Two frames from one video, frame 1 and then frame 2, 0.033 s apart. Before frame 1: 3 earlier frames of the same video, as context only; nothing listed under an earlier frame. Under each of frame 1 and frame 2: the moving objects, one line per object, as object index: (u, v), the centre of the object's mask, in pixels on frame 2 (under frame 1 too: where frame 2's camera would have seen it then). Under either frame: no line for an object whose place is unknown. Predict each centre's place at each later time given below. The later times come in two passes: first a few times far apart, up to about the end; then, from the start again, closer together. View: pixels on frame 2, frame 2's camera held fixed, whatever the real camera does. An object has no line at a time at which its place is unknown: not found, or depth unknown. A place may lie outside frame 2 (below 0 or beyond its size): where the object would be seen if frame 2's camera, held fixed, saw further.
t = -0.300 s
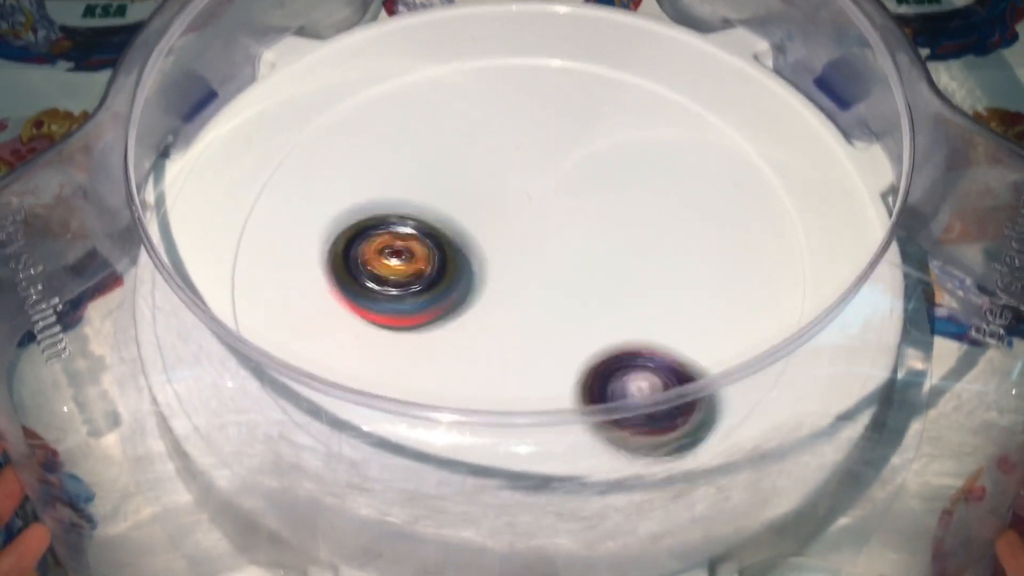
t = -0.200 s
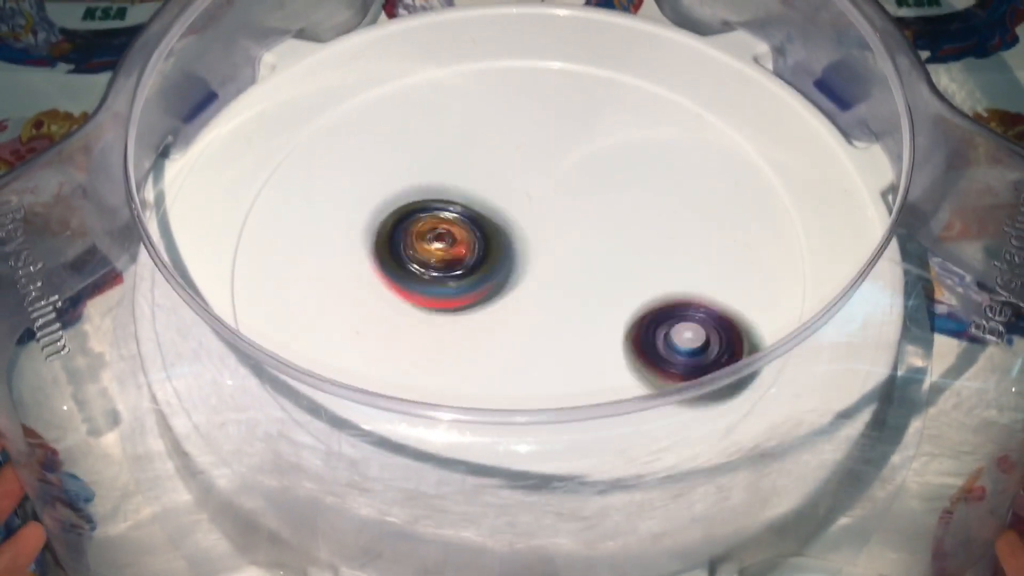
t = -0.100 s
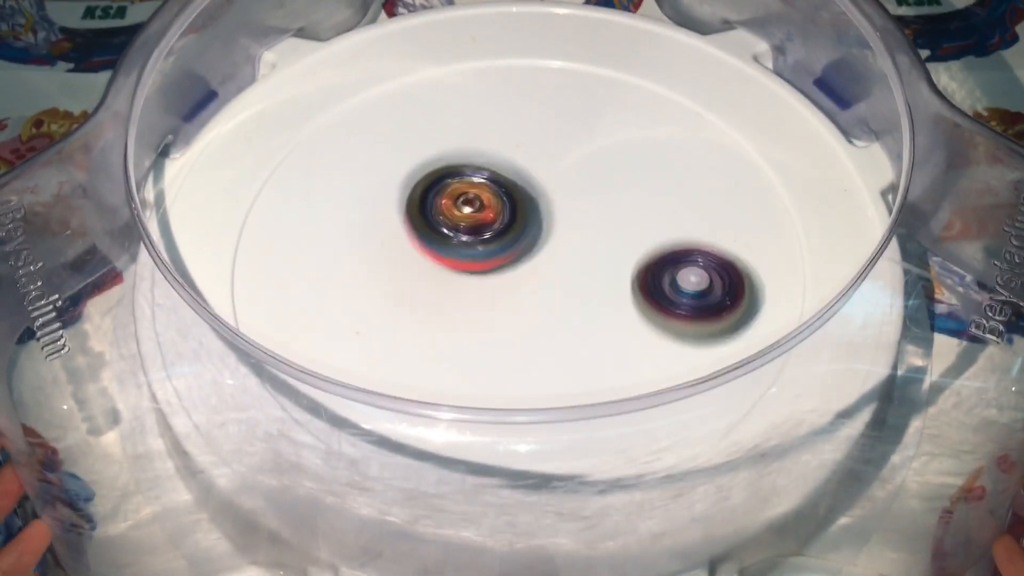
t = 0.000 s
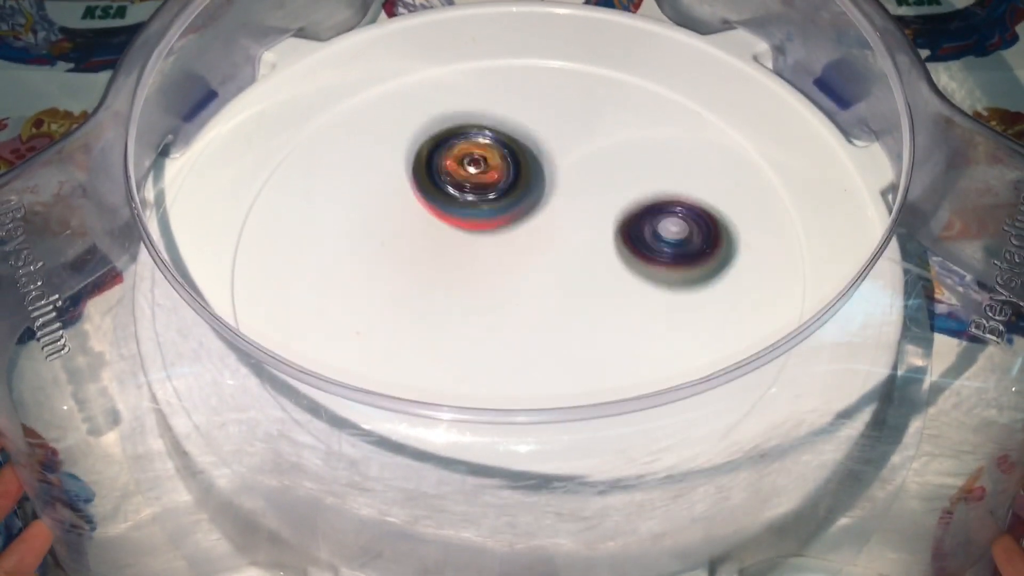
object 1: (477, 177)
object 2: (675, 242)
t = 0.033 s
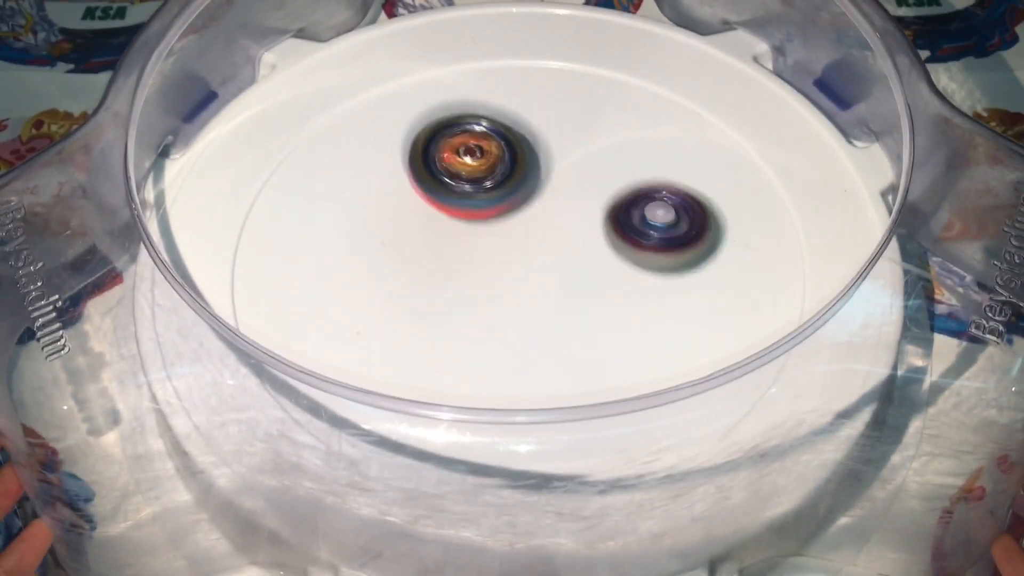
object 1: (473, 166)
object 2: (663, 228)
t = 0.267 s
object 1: (421, 168)
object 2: (548, 161)
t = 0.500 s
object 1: (425, 281)
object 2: (463, 155)
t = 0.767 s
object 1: (630, 273)
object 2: (387, 219)
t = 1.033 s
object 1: (630, 148)
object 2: (453, 296)
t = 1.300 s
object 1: (453, 169)
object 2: (579, 277)
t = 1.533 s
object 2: (616, 211)
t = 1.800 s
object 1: (628, 330)
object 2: (562, 165)
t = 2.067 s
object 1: (632, 189)
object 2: (489, 200)
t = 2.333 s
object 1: (456, 165)
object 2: (488, 286)
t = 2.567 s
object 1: (392, 278)
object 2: (566, 320)
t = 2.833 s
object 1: (536, 343)
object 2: (666, 248)
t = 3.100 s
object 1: (540, 270)
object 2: (614, 129)
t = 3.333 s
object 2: (510, 81)
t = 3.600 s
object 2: (422, 171)
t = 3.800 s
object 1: (496, 348)
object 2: (430, 211)
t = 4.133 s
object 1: (667, 282)
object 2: (510, 247)
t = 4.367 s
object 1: (652, 175)
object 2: (550, 252)
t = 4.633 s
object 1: (527, 145)
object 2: (609, 235)
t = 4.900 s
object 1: (451, 240)
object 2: (601, 209)
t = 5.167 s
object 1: (509, 326)
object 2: (552, 227)
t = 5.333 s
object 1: (582, 351)
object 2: (531, 227)
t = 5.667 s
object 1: (650, 304)
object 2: (496, 254)
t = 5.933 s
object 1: (639, 230)
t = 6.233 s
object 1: (585, 121)
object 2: (488, 269)
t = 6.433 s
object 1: (554, 83)
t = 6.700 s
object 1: (510, 151)
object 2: (518, 257)
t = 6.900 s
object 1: (512, 165)
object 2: (469, 273)
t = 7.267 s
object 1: (579, 188)
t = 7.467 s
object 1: (592, 177)
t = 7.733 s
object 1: (585, 190)
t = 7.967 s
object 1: (555, 230)
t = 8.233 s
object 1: (666, 198)
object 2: (420, 214)
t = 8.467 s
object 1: (608, 228)
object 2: (358, 215)
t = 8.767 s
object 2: (440, 160)
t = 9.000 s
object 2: (395, 118)
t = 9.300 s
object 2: (518, 177)
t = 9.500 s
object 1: (504, 268)
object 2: (622, 190)
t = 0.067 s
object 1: (468, 157)
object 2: (649, 214)
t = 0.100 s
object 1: (460, 150)
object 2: (634, 201)
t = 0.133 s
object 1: (450, 147)
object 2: (618, 191)
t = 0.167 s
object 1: (440, 146)
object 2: (601, 181)
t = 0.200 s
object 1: (431, 150)
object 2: (583, 173)
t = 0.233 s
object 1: (425, 156)
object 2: (566, 167)
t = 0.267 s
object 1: (421, 168)
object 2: (548, 161)
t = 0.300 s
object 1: (421, 182)
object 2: (533, 156)
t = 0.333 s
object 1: (406, 198)
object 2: (526, 148)
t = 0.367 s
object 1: (397, 214)
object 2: (518, 146)
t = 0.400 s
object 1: (395, 230)
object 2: (507, 148)
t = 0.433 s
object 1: (398, 250)
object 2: (494, 150)
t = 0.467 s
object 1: (408, 266)
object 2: (478, 152)
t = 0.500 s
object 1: (425, 281)
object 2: (463, 155)
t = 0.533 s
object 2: (448, 159)
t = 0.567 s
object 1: (475, 305)
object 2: (435, 164)
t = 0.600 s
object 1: (502, 309)
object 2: (422, 171)
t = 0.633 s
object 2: (411, 179)
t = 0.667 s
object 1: (560, 307)
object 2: (401, 187)
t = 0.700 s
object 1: (586, 299)
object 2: (394, 197)
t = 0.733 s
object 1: (609, 288)
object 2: (389, 208)
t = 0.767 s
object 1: (630, 273)
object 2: (387, 219)
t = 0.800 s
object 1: (644, 258)
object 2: (387, 231)
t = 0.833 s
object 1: (655, 241)
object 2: (390, 242)
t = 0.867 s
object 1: (661, 223)
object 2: (394, 254)
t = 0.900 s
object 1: (663, 208)
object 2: (402, 266)
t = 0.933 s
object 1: (659, 191)
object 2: (412, 275)
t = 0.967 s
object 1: (653, 175)
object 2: (423, 283)
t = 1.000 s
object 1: (644, 161)
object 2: (437, 290)
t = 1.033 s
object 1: (630, 148)
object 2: (453, 296)
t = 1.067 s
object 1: (612, 137)
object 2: (469, 300)
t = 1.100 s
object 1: (591, 130)
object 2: (487, 303)
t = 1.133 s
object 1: (569, 126)
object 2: (505, 303)
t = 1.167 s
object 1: (544, 125)
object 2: (522, 299)
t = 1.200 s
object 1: (518, 130)
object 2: (538, 296)
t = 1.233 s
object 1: (493, 139)
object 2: (553, 291)
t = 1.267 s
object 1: (472, 151)
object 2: (567, 284)
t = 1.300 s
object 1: (453, 169)
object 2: (579, 277)
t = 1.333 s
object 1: (438, 189)
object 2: (589, 269)
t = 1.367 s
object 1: (429, 210)
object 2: (598, 260)
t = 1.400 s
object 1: (424, 232)
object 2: (605, 250)
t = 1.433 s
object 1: (424, 252)
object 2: (611, 240)
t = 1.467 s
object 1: (429, 276)
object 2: (615, 230)
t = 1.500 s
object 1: (440, 296)
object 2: (616, 220)
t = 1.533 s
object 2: (616, 211)
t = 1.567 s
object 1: (472, 327)
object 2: (614, 201)
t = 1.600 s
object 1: (493, 338)
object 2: (610, 193)
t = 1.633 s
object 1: (515, 346)
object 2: (604, 186)
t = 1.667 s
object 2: (598, 180)
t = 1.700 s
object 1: (563, 348)
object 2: (589, 175)
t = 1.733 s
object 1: (585, 346)
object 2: (581, 170)
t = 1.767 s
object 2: (572, 168)
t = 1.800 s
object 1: (628, 330)
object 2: (562, 165)
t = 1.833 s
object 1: (646, 318)
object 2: (552, 165)
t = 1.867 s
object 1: (662, 300)
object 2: (541, 167)
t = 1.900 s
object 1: (671, 282)
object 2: (530, 168)
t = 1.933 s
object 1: (674, 263)
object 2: (520, 172)
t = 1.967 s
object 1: (672, 243)
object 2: (511, 177)
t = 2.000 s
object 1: (664, 222)
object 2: (502, 183)
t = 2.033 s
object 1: (651, 204)
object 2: (495, 191)
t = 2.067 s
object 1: (632, 189)
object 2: (489, 200)
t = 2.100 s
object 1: (611, 176)
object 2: (485, 211)
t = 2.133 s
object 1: (588, 167)
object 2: (482, 221)
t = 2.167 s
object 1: (568, 159)
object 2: (476, 232)
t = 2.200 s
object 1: (546, 154)
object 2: (475, 244)
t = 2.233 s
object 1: (523, 152)
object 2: (476, 255)
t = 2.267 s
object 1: (499, 154)
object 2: (478, 266)
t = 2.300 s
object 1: (477, 157)
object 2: (482, 275)
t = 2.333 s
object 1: (456, 165)
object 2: (488, 286)
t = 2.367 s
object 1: (436, 176)
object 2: (495, 295)
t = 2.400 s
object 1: (418, 189)
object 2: (504, 303)
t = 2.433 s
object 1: (404, 203)
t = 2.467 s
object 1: (394, 219)
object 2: (527, 314)
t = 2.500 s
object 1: (387, 238)
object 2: (540, 318)
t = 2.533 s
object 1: (387, 258)
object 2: (553, 320)
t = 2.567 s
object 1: (392, 278)
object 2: (566, 320)
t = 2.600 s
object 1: (403, 294)
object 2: (578, 319)
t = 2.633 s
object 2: (590, 315)
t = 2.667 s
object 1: (443, 324)
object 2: (601, 310)
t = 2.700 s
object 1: (469, 333)
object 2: (609, 305)
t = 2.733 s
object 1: (496, 337)
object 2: (618, 297)
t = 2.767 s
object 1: (521, 339)
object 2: (629, 285)
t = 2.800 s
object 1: (527, 343)
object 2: (651, 264)
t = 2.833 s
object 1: (536, 343)
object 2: (666, 248)
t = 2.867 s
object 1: (551, 341)
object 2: (670, 235)
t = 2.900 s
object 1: (565, 332)
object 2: (669, 222)
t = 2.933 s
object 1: (579, 321)
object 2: (663, 209)
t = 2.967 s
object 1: (587, 306)
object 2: (655, 198)
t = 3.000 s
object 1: (591, 288)
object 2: (644, 187)
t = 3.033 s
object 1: (589, 270)
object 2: (632, 178)
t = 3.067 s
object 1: (576, 257)
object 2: (622, 161)
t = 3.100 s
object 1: (540, 270)
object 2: (614, 129)
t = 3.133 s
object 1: (510, 282)
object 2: (606, 105)
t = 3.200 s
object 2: (582, 76)
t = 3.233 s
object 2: (563, 72)
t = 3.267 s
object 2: (544, 72)
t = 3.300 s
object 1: (402, 319)
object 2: (527, 75)
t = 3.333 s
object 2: (510, 81)
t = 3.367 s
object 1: (382, 334)
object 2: (495, 88)
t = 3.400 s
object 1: (376, 338)
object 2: (480, 96)
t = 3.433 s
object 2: (468, 107)
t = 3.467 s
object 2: (455, 118)
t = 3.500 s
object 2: (445, 130)
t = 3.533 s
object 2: (435, 142)
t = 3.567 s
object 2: (427, 156)
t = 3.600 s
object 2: (422, 171)
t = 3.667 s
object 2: (417, 202)
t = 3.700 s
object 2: (419, 216)
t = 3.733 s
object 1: (462, 323)
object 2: (421, 229)
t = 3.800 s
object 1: (496, 348)
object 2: (430, 211)
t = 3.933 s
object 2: (458, 211)
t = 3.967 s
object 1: (615, 350)
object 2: (467, 219)
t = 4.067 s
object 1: (660, 317)
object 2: (491, 238)
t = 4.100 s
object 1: (666, 299)
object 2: (500, 243)
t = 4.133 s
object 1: (667, 282)
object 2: (510, 247)
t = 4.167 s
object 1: (666, 263)
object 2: (520, 249)
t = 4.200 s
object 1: (662, 247)
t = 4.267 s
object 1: (666, 216)
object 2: (534, 252)
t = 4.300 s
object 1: (664, 202)
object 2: (536, 251)
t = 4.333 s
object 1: (659, 186)
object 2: (541, 251)
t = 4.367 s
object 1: (652, 175)
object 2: (550, 252)
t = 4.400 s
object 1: (642, 164)
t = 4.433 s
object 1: (629, 153)
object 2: (568, 252)
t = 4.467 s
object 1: (615, 146)
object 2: (577, 250)
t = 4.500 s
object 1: (599, 140)
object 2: (586, 247)
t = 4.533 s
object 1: (581, 136)
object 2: (593, 244)
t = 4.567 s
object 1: (563, 137)
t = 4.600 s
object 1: (545, 140)
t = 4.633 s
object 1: (527, 145)
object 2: (609, 235)
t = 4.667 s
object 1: (511, 154)
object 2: (613, 231)
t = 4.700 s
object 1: (496, 163)
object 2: (615, 228)
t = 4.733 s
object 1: (484, 175)
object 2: (615, 224)
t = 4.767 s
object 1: (474, 186)
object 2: (615, 220)
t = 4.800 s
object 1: (465, 199)
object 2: (613, 216)
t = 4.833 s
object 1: (458, 213)
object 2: (610, 213)
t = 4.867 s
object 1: (454, 226)
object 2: (606, 211)
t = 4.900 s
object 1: (451, 240)
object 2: (601, 209)
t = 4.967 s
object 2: (589, 210)
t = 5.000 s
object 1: (455, 280)
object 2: (582, 211)
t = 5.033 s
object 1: (461, 293)
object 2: (576, 213)
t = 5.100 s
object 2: (563, 220)
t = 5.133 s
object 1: (494, 321)
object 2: (558, 224)
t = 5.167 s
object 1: (509, 326)
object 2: (552, 227)
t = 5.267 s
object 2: (536, 238)
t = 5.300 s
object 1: (572, 343)
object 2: (533, 235)
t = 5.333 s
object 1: (582, 351)
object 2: (531, 227)
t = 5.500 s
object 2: (506, 232)
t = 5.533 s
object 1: (650, 344)
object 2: (503, 236)
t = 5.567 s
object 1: (657, 337)
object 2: (500, 241)
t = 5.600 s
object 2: (497, 245)
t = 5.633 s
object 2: (496, 249)
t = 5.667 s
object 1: (650, 304)
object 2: (496, 254)
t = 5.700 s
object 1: (638, 291)
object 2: (496, 258)
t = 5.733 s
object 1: (627, 280)
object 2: (495, 262)
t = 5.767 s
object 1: (622, 270)
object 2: (490, 263)
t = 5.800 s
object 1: (634, 265)
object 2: (476, 262)
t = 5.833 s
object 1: (642, 260)
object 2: (465, 264)
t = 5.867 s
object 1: (644, 253)
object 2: (458, 270)
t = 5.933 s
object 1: (639, 230)
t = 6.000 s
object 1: (623, 209)
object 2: (481, 298)
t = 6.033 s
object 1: (613, 201)
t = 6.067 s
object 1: (602, 192)
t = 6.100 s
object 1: (589, 186)
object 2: (527, 285)
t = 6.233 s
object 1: (585, 121)
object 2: (488, 269)
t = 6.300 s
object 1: (576, 101)
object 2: (463, 270)
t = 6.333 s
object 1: (571, 95)
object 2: (453, 275)
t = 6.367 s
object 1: (566, 90)
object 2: (446, 281)
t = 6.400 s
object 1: (561, 86)
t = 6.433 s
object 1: (554, 83)
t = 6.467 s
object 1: (546, 82)
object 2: (455, 298)
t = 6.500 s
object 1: (537, 86)
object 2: (466, 301)
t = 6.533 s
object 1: (530, 93)
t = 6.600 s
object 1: (519, 115)
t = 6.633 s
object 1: (517, 126)
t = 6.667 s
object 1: (513, 138)
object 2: (516, 269)
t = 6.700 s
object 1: (510, 151)
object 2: (518, 257)
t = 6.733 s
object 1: (510, 151)
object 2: (513, 257)
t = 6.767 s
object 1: (511, 153)
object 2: (505, 257)
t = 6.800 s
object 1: (512, 151)
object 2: (495, 257)
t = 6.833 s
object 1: (510, 154)
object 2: (486, 259)
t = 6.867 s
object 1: (509, 160)
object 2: (479, 265)
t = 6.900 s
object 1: (512, 165)
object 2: (469, 273)
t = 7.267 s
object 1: (579, 188)
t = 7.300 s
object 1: (583, 184)
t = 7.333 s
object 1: (587, 180)
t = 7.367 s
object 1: (592, 178)
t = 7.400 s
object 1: (592, 176)
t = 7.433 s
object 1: (594, 175)
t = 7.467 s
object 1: (592, 177)
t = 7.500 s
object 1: (591, 179)
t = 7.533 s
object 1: (593, 177)
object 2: (535, 276)
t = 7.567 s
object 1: (593, 176)
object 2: (516, 272)
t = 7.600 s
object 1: (594, 176)
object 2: (499, 271)
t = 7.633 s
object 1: (593, 177)
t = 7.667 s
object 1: (591, 181)
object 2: (467, 275)
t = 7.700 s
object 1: (589, 184)
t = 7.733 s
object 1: (585, 190)
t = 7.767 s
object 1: (581, 195)
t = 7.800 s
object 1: (577, 202)
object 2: (431, 302)
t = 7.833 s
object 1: (573, 209)
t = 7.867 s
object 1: (570, 214)
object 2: (441, 316)
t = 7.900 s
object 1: (564, 221)
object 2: (453, 319)
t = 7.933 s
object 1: (560, 225)
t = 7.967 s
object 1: (555, 230)
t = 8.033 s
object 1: (605, 221)
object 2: (475, 300)
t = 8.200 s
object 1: (669, 196)
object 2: (436, 226)
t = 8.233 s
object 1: (666, 198)
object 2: (420, 214)
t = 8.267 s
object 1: (662, 201)
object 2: (404, 205)
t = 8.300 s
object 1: (656, 202)
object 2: (388, 199)
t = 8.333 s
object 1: (651, 204)
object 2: (375, 197)
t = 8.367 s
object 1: (642, 208)
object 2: (363, 199)
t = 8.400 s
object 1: (634, 213)
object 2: (357, 202)
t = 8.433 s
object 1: (623, 219)
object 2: (355, 207)
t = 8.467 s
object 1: (608, 228)
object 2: (358, 215)
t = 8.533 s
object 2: (379, 229)
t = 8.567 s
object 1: (555, 254)
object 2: (397, 235)
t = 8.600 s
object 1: (534, 270)
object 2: (418, 239)
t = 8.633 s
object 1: (525, 295)
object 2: (436, 227)
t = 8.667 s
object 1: (515, 327)
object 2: (444, 206)
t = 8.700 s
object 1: (511, 348)
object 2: (446, 187)
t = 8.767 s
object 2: (440, 160)
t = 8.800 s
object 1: (500, 358)
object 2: (436, 151)
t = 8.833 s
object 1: (489, 356)
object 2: (429, 139)
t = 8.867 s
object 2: (421, 128)
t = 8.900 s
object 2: (413, 119)
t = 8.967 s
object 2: (400, 114)
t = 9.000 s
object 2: (395, 118)
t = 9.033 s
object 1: (489, 300)
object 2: (396, 124)
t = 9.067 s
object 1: (485, 287)
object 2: (401, 136)
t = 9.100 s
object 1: (479, 275)
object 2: (410, 146)
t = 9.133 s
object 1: (471, 267)
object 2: (425, 158)
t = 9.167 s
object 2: (442, 168)
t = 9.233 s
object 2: (482, 171)
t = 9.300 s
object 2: (518, 177)
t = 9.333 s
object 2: (535, 180)
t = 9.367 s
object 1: (462, 280)
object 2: (552, 182)
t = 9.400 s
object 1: (473, 279)
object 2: (571, 184)
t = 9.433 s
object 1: (486, 278)
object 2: (588, 186)
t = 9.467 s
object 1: (497, 273)
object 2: (605, 187)
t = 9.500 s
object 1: (504, 268)
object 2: (622, 190)
